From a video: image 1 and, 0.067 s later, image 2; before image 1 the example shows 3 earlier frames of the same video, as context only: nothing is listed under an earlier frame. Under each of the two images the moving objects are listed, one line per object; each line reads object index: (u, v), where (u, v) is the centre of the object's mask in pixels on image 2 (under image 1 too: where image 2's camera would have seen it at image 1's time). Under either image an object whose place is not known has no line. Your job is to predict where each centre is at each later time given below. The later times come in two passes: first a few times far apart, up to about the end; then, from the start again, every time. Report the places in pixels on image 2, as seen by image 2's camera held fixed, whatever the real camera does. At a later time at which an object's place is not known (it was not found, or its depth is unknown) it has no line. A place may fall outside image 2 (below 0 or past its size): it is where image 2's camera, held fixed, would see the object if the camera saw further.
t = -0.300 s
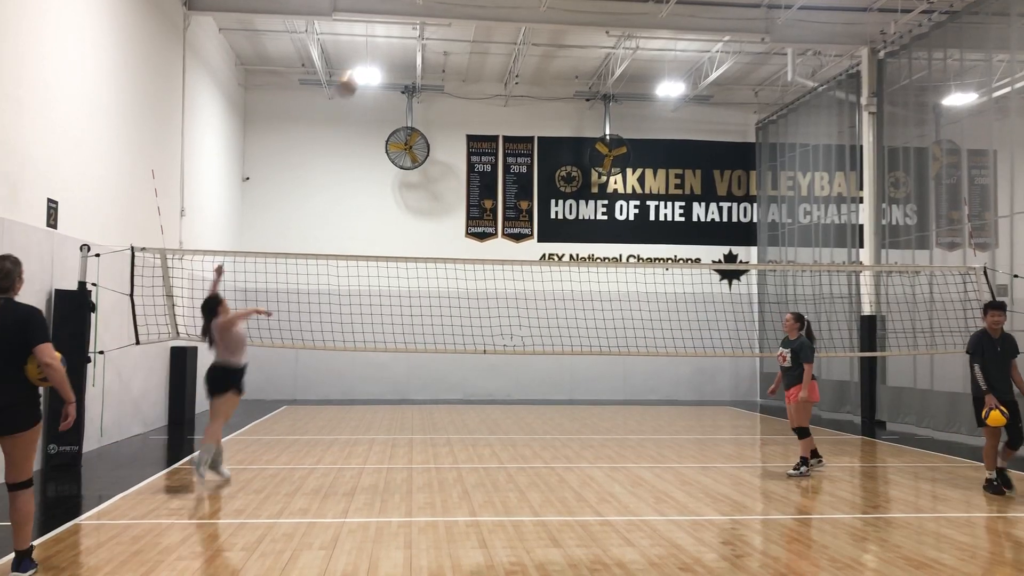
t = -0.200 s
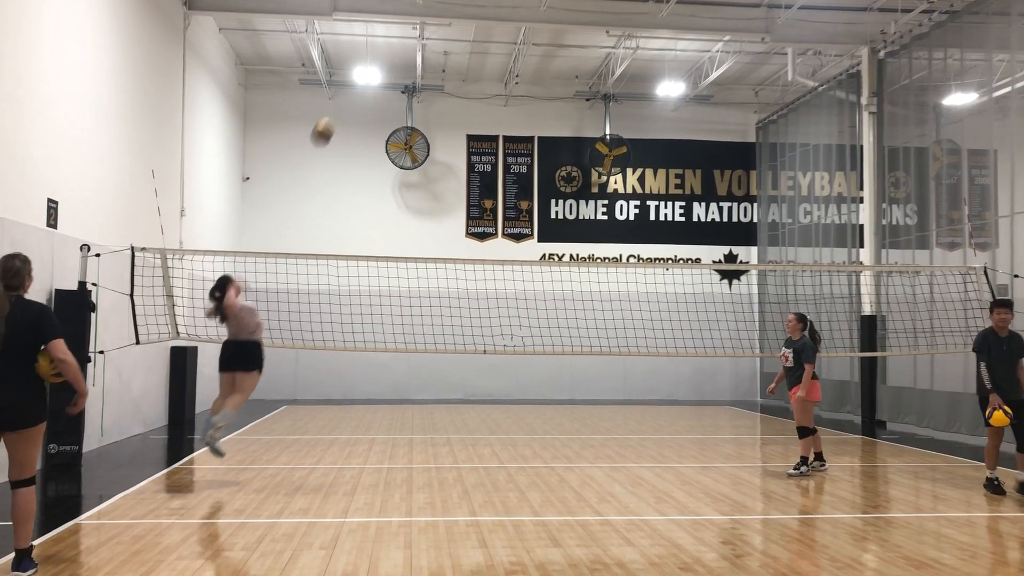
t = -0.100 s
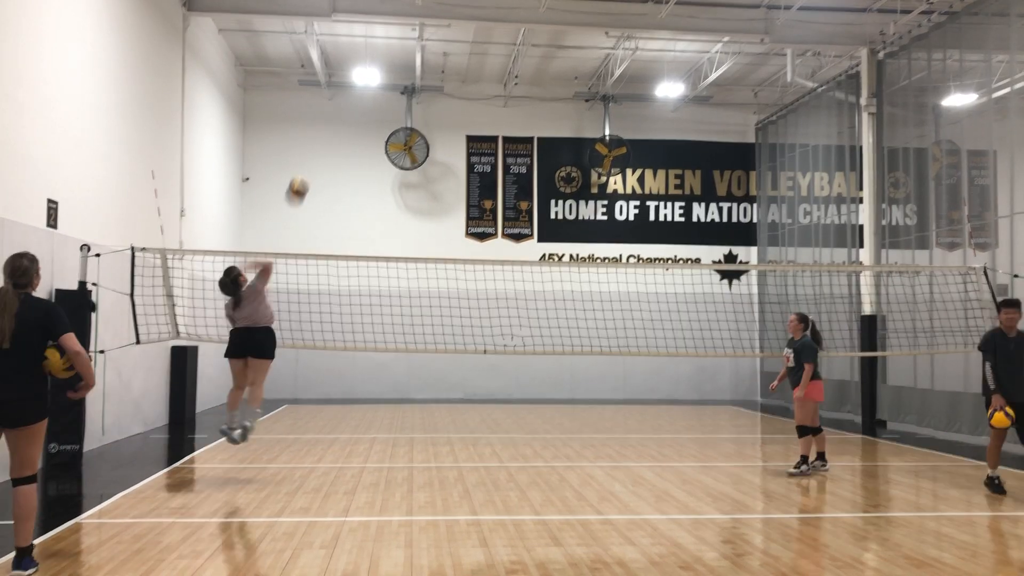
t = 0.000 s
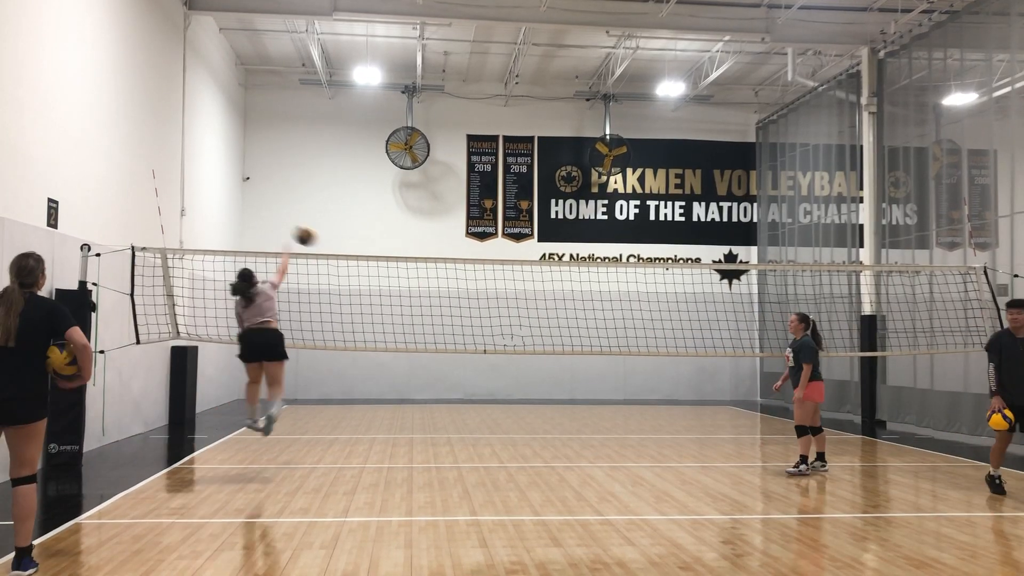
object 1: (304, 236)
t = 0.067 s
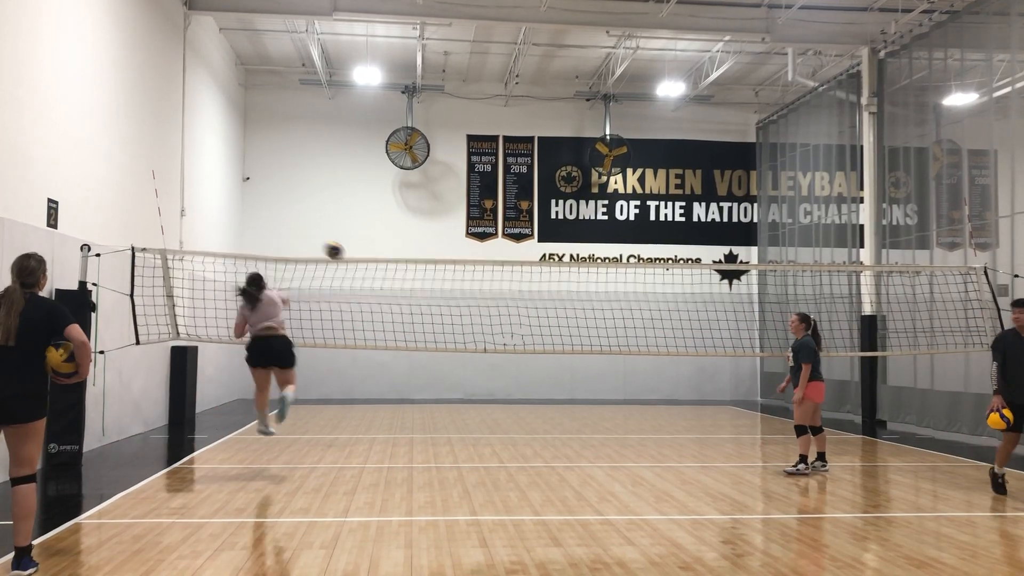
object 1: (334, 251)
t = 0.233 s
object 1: (383, 285)
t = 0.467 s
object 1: (421, 334)
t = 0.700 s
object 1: (448, 387)
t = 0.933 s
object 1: (467, 353)
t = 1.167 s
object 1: (487, 320)
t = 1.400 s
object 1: (509, 307)
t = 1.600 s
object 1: (530, 317)
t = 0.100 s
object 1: (346, 256)
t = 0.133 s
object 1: (357, 264)
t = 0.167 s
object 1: (366, 271)
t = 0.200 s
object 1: (375, 278)
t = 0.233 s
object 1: (383, 285)
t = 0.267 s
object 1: (390, 292)
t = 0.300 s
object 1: (397, 299)
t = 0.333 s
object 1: (402, 306)
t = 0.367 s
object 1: (408, 313)
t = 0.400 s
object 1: (413, 320)
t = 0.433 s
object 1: (417, 327)
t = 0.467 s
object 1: (421, 334)
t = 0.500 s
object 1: (426, 342)
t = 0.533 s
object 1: (430, 347)
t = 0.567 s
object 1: (434, 357)
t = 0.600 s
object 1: (437, 364)
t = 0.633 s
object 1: (441, 371)
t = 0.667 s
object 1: (444, 380)
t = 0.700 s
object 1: (448, 387)
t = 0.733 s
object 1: (452, 395)
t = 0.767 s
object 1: (454, 388)
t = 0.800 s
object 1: (456, 380)
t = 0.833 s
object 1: (459, 373)
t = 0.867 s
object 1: (462, 366)
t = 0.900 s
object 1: (464, 359)
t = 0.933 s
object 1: (467, 353)
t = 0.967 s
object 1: (469, 346)
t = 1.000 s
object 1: (473, 342)
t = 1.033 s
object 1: (475, 336)
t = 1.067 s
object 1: (478, 331)
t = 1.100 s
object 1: (481, 327)
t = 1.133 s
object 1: (484, 322)
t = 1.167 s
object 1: (487, 320)
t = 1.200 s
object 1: (490, 316)
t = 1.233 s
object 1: (493, 313)
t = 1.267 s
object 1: (496, 311)
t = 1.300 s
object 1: (499, 310)
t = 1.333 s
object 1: (502, 308)
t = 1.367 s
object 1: (506, 308)
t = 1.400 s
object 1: (509, 307)
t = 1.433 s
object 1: (513, 307)
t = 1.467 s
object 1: (516, 308)
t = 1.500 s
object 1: (519, 310)
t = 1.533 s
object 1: (523, 311)
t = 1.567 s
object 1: (526, 314)
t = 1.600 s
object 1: (530, 317)
